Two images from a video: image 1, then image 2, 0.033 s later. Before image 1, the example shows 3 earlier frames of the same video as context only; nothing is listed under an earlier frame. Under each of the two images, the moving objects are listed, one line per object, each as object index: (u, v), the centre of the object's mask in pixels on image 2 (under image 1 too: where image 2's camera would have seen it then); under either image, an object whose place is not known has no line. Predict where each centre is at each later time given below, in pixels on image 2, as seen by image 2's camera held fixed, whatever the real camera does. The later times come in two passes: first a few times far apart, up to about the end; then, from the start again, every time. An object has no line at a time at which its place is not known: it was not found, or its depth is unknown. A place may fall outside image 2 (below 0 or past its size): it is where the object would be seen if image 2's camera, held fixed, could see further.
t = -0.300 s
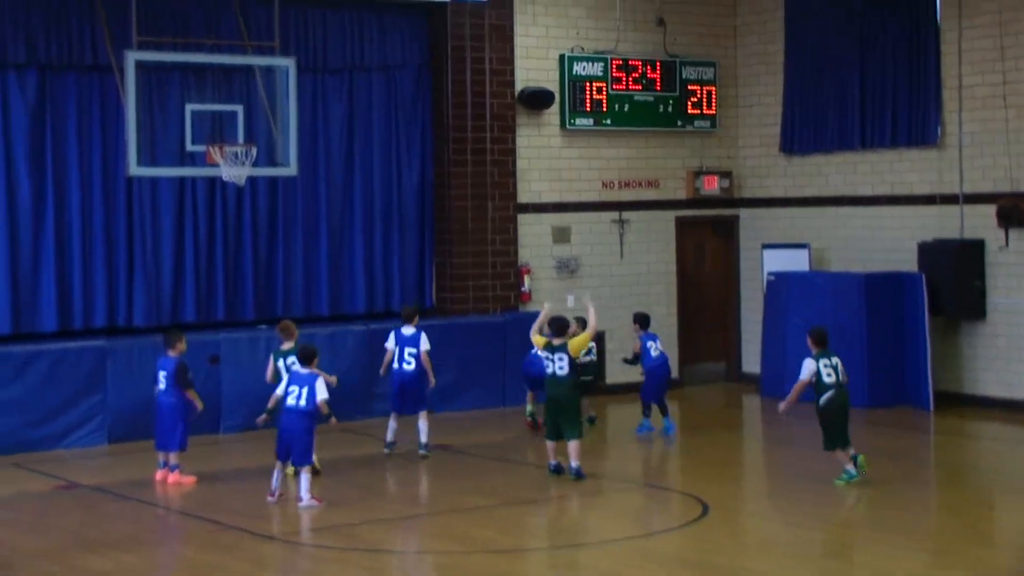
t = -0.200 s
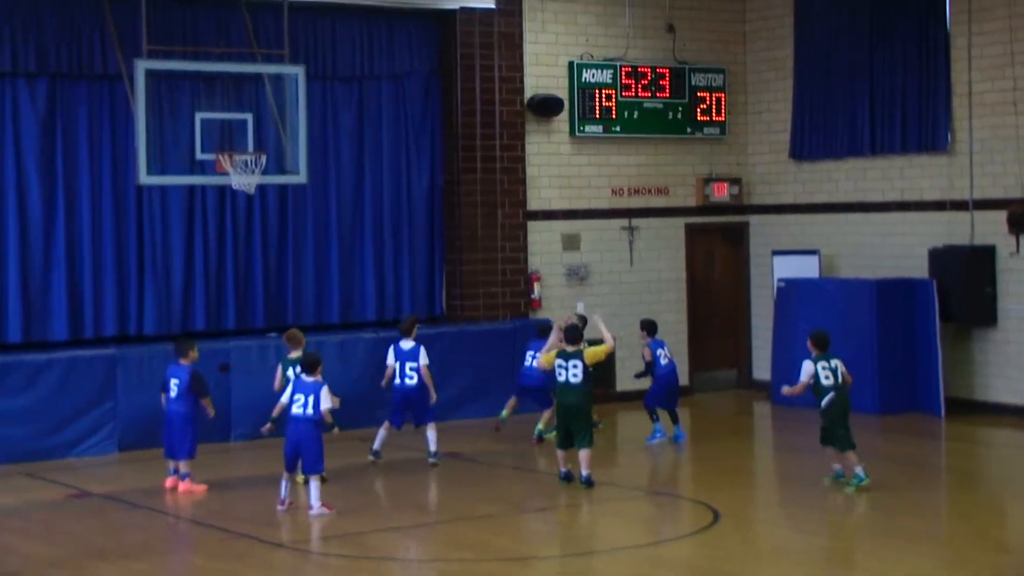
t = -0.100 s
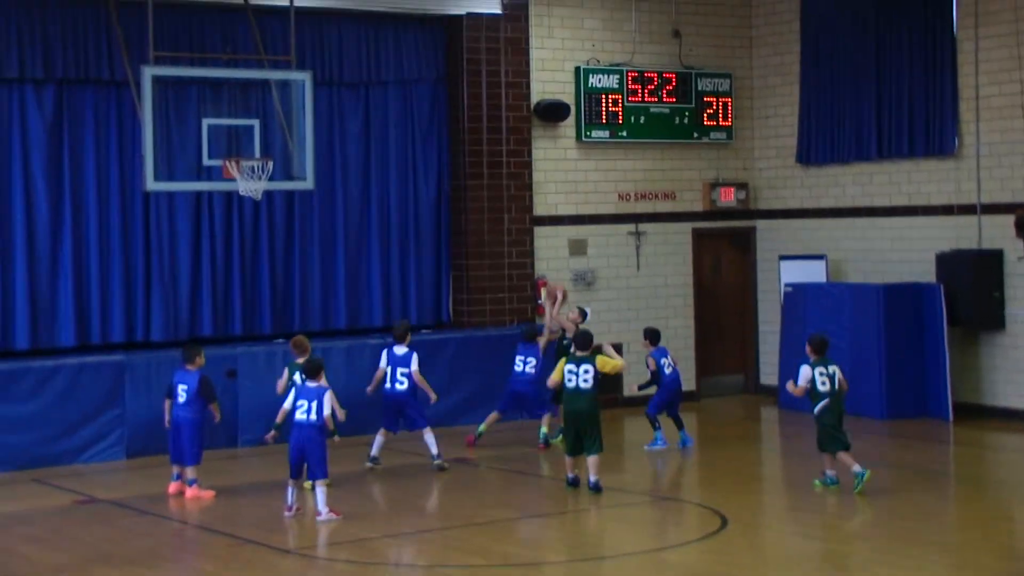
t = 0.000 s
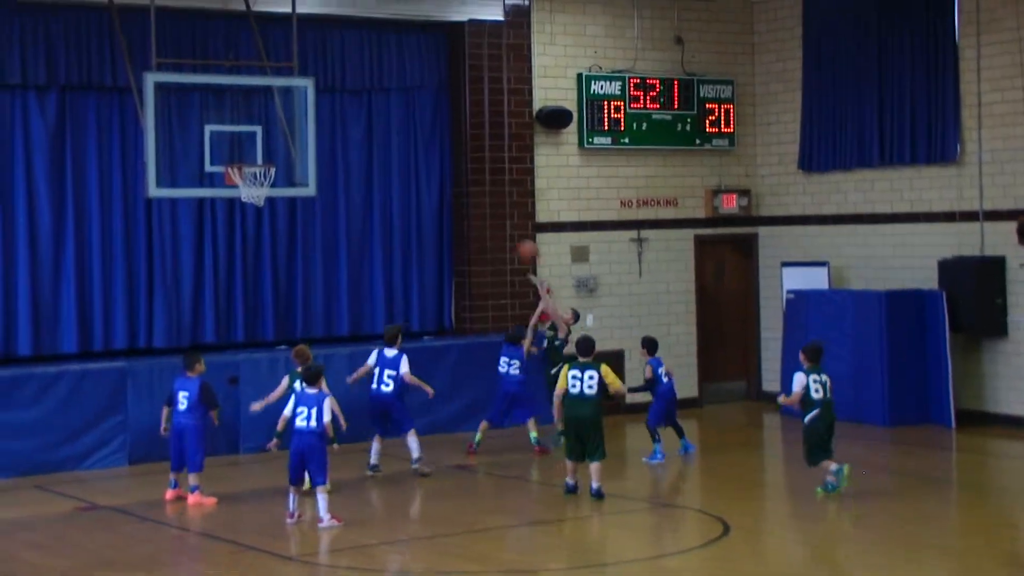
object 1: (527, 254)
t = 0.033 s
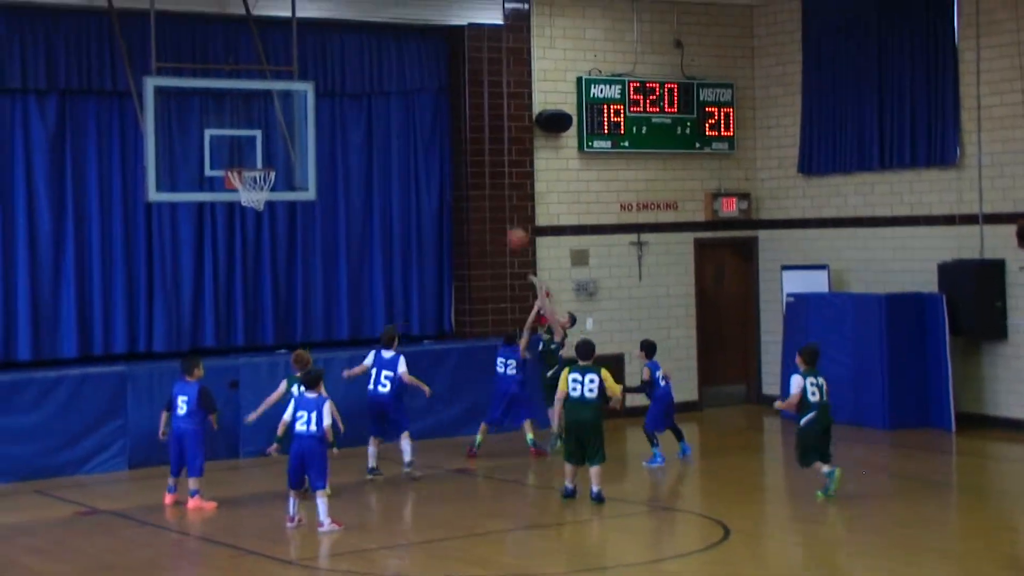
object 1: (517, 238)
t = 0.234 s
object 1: (448, 165)
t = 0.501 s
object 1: (353, 123)
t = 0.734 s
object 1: (267, 143)
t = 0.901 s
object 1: (204, 190)
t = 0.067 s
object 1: (507, 224)
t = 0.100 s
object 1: (494, 209)
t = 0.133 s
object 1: (483, 196)
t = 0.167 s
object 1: (471, 184)
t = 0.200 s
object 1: (460, 175)
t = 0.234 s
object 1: (448, 165)
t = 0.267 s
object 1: (436, 157)
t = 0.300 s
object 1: (424, 148)
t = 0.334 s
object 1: (414, 142)
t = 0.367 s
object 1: (401, 135)
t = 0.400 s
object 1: (389, 131)
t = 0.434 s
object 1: (377, 127)
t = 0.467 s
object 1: (365, 125)
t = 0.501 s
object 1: (353, 123)
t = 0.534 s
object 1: (341, 123)
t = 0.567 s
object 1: (328, 123)
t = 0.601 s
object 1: (317, 125)
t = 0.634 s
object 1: (304, 128)
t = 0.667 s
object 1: (292, 131)
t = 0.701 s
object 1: (279, 136)
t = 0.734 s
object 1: (267, 143)
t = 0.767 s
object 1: (254, 150)
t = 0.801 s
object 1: (242, 159)
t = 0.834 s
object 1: (229, 168)
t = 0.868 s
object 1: (216, 180)
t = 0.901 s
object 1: (204, 190)
